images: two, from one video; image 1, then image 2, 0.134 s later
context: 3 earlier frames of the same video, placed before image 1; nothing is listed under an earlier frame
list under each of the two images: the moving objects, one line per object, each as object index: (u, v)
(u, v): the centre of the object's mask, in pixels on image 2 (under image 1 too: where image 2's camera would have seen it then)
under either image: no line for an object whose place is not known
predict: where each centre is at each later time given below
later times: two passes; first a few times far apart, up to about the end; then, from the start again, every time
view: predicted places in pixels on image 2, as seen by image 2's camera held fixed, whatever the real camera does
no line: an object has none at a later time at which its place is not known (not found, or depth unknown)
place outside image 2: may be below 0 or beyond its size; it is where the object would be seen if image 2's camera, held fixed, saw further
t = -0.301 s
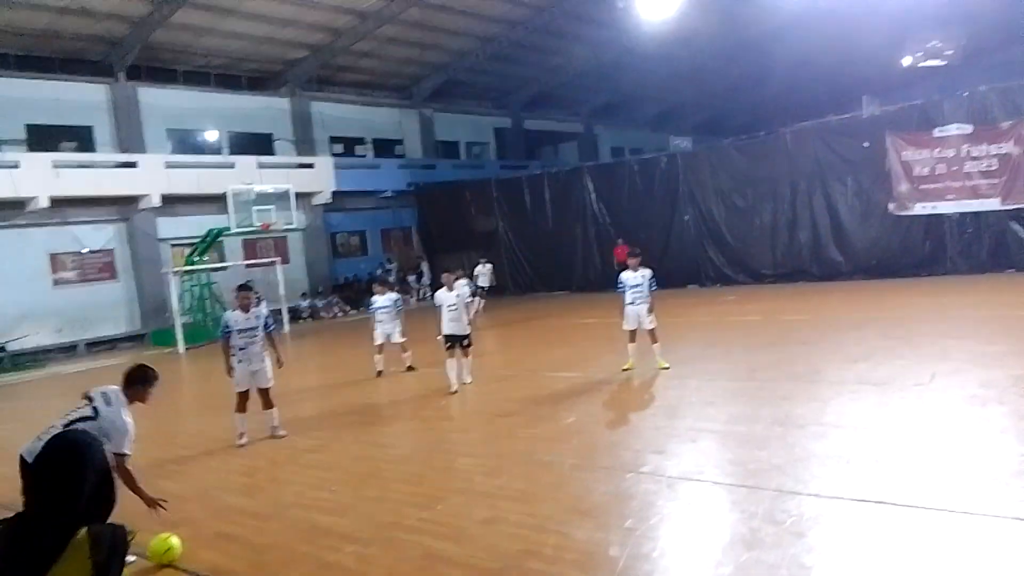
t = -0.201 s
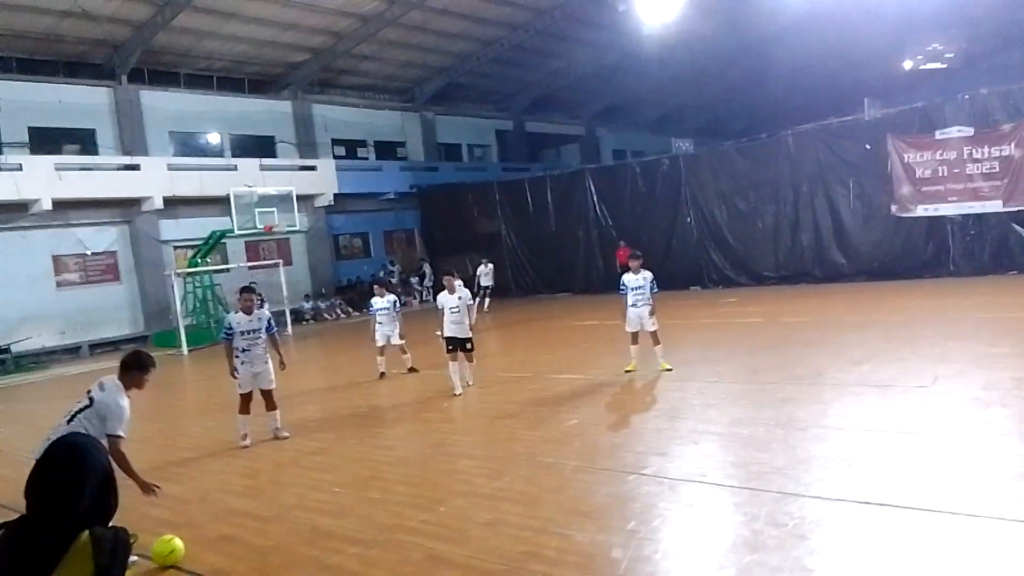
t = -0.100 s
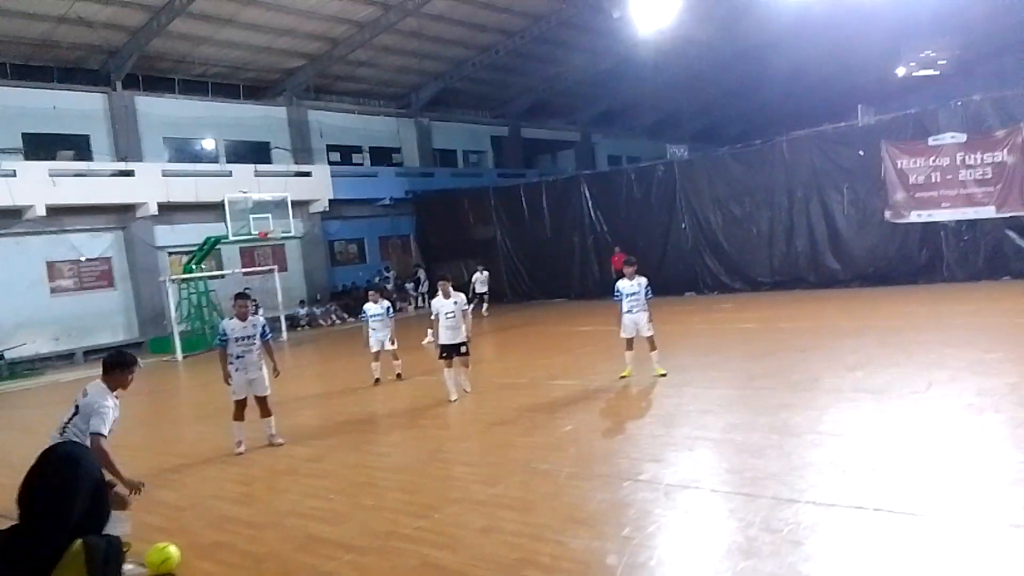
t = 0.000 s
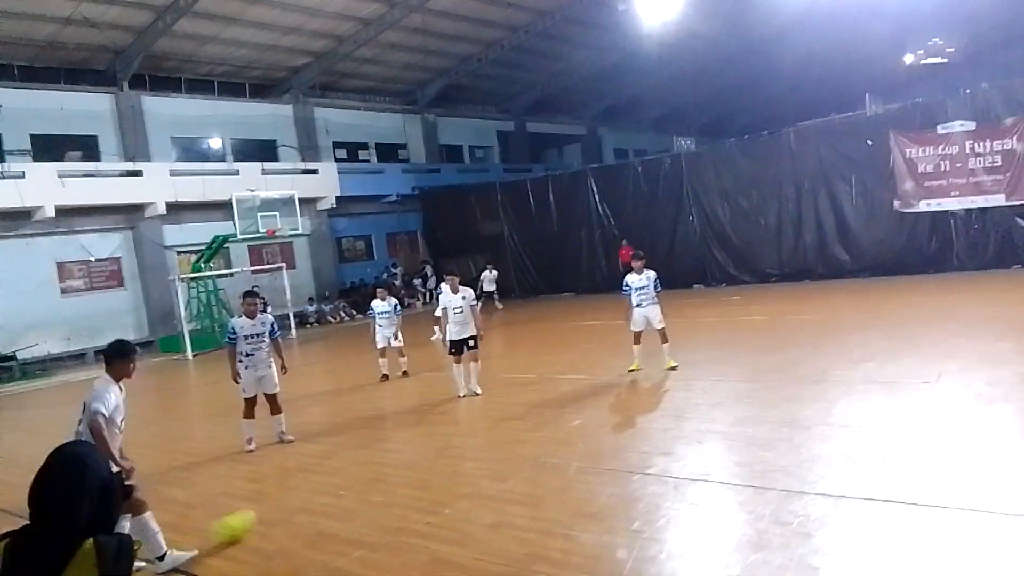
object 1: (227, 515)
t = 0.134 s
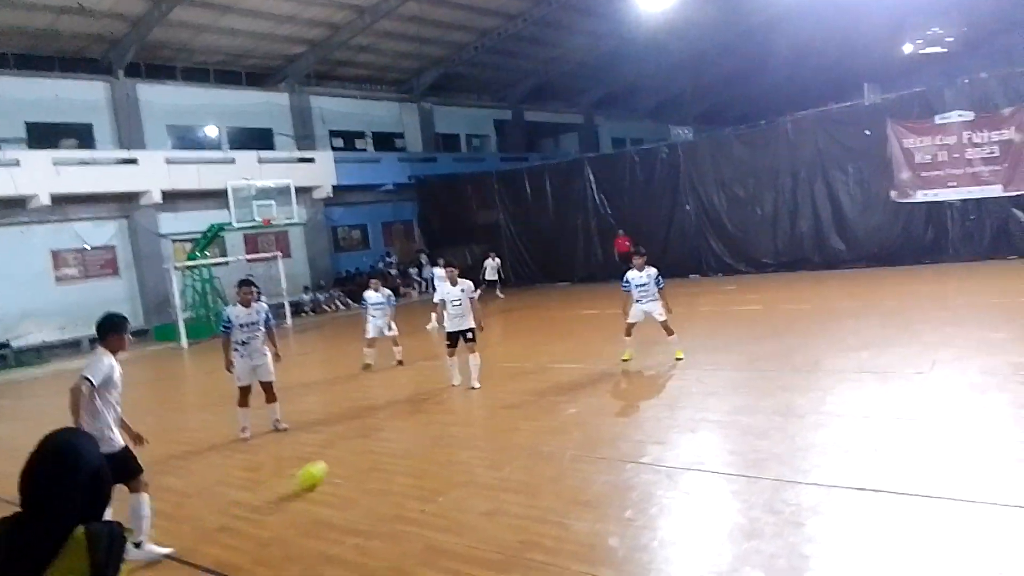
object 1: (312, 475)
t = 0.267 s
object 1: (371, 447)
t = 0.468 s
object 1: (432, 418)
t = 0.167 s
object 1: (328, 468)
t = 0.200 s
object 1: (343, 460)
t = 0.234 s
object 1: (357, 453)
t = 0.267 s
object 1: (371, 447)
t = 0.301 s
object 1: (383, 439)
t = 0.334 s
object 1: (393, 434)
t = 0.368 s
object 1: (404, 430)
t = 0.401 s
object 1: (415, 425)
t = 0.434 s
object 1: (423, 421)
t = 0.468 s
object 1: (432, 418)
